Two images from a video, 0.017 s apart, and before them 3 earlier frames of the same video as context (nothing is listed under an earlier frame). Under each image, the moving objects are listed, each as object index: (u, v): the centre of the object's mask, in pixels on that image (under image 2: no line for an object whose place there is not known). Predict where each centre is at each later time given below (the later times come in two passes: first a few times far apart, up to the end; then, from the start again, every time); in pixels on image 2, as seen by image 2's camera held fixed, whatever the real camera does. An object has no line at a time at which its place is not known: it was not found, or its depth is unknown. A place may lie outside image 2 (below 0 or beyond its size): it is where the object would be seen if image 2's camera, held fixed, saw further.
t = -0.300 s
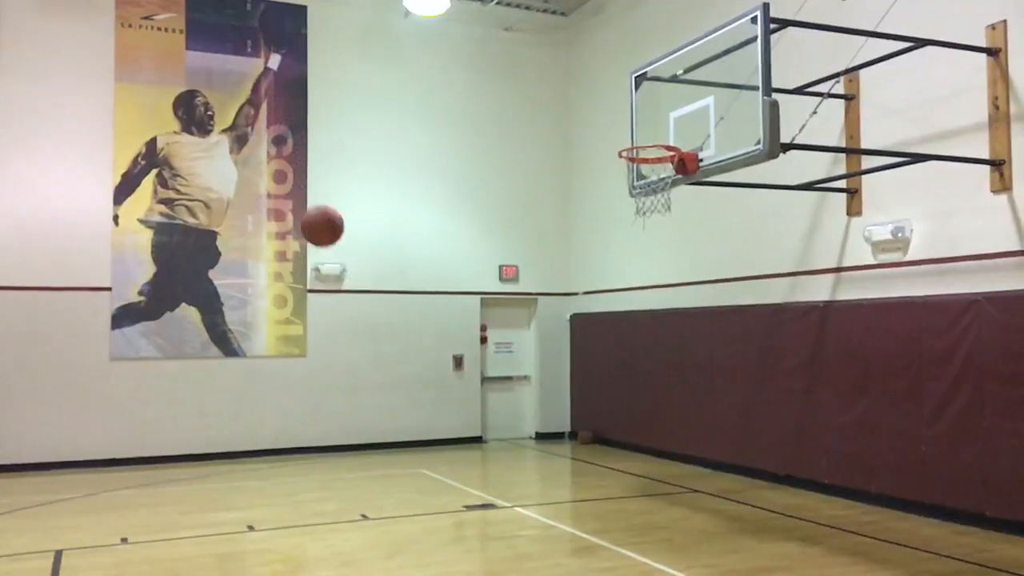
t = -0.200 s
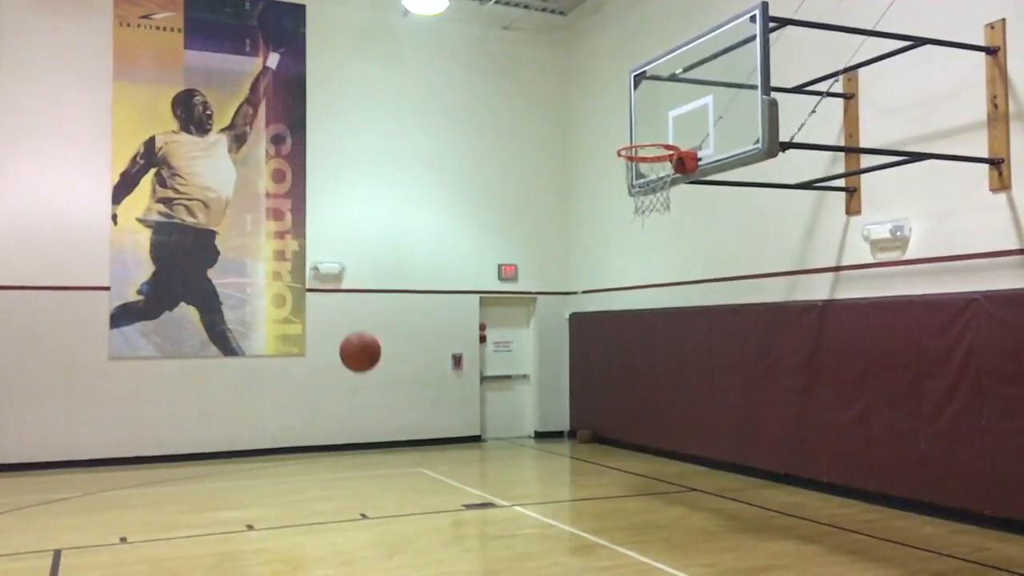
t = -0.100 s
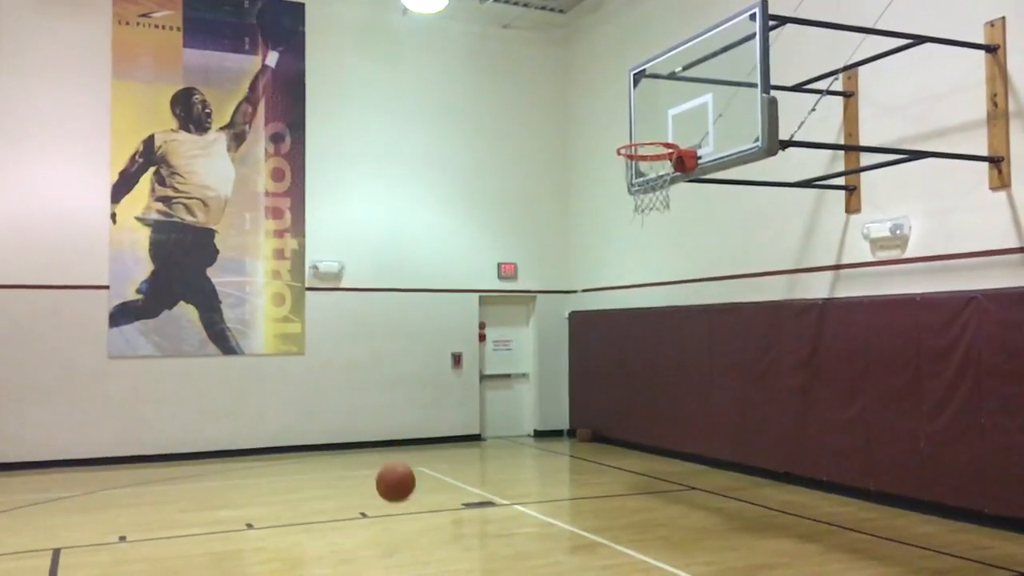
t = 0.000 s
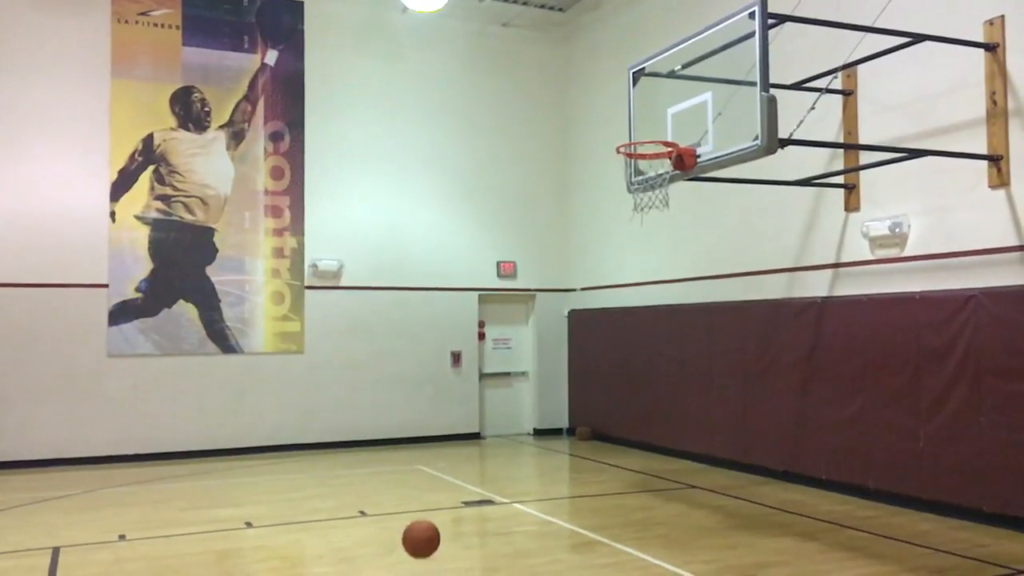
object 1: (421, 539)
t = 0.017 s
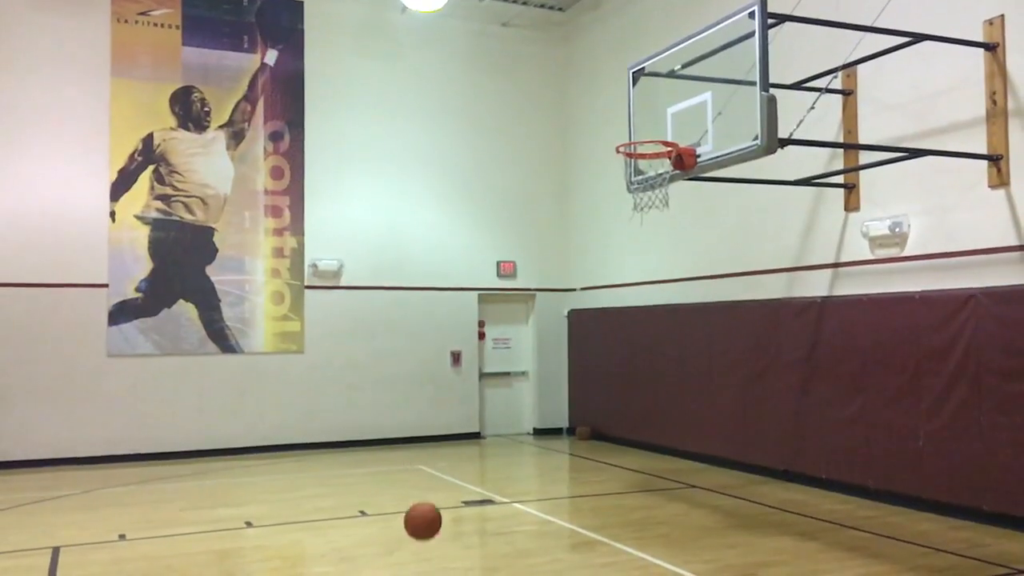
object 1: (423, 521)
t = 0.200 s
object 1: (443, 365)
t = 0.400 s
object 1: (464, 261)
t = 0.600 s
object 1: (483, 219)
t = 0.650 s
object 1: (487, 217)
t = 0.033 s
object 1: (425, 504)
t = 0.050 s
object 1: (427, 488)
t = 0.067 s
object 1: (428, 473)
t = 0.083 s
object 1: (430, 457)
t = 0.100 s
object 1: (432, 442)
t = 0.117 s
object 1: (434, 428)
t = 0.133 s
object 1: (436, 415)
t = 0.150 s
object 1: (437, 401)
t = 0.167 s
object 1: (439, 389)
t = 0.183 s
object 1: (441, 377)
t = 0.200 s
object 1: (443, 365)
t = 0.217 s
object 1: (444, 354)
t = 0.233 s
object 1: (446, 343)
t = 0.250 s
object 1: (448, 333)
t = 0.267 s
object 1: (450, 323)
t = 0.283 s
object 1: (451, 314)
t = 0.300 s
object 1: (453, 305)
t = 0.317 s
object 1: (455, 296)
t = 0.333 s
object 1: (457, 288)
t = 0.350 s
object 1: (458, 281)
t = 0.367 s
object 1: (460, 274)
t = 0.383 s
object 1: (462, 267)
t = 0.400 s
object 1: (464, 261)
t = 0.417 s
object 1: (465, 255)
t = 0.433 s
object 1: (467, 250)
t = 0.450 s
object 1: (469, 245)
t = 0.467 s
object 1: (471, 240)
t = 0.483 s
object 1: (472, 236)
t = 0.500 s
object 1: (474, 232)
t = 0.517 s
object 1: (476, 229)
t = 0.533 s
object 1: (477, 226)
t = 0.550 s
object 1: (478, 224)
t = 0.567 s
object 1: (480, 222)
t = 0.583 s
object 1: (482, 221)
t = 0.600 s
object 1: (483, 219)
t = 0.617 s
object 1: (485, 218)
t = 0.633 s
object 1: (486, 218)
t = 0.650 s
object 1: (487, 217)
